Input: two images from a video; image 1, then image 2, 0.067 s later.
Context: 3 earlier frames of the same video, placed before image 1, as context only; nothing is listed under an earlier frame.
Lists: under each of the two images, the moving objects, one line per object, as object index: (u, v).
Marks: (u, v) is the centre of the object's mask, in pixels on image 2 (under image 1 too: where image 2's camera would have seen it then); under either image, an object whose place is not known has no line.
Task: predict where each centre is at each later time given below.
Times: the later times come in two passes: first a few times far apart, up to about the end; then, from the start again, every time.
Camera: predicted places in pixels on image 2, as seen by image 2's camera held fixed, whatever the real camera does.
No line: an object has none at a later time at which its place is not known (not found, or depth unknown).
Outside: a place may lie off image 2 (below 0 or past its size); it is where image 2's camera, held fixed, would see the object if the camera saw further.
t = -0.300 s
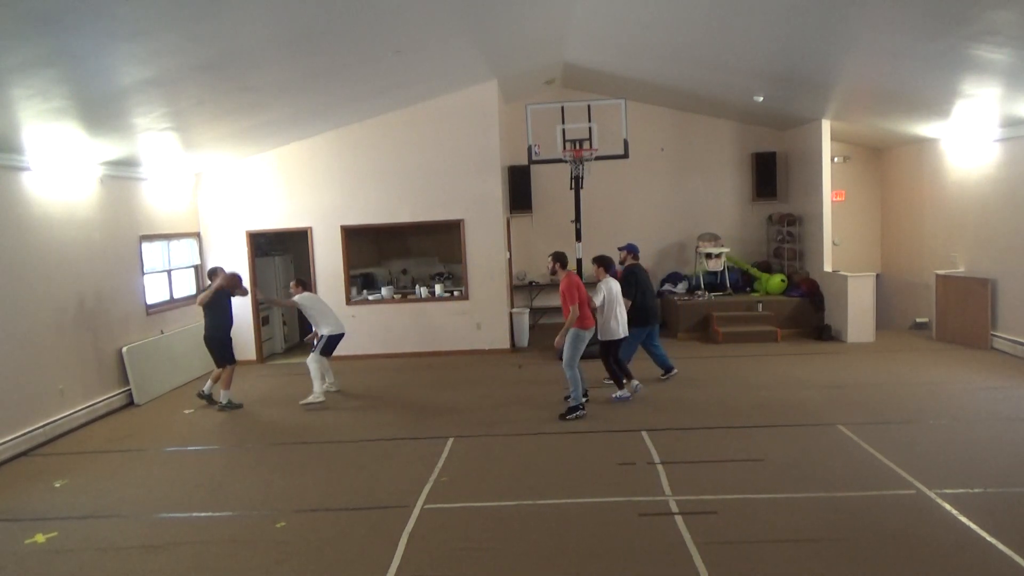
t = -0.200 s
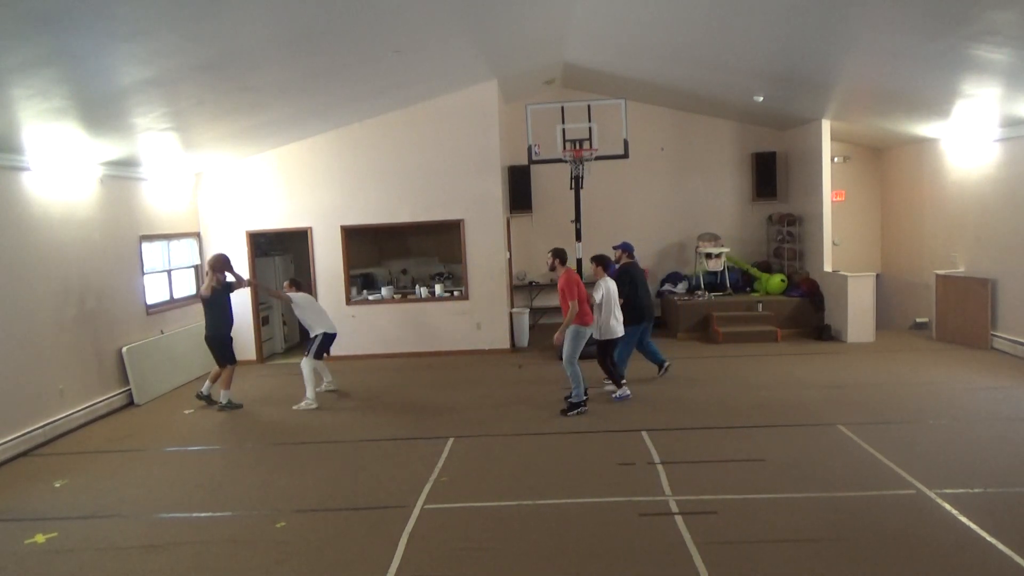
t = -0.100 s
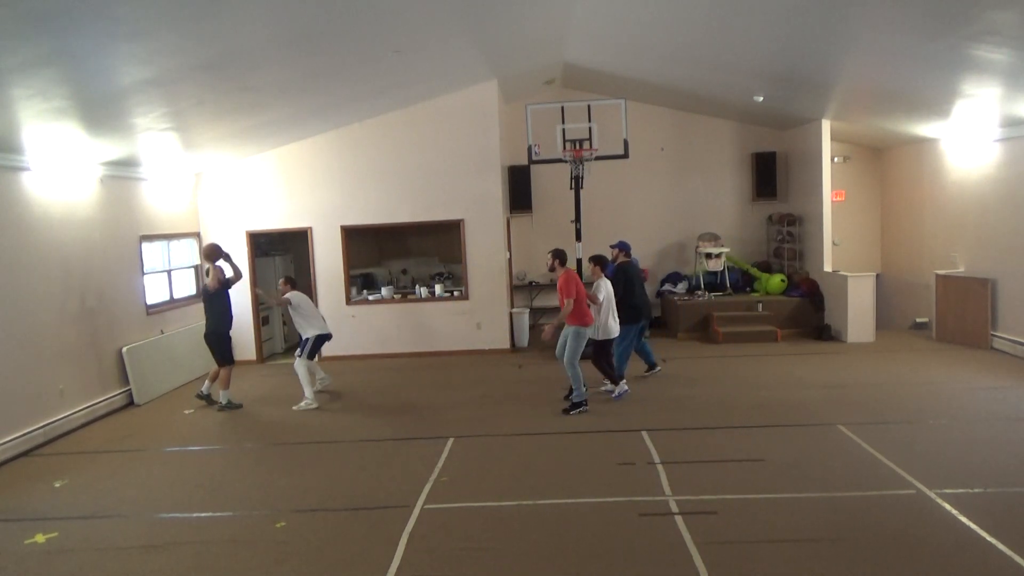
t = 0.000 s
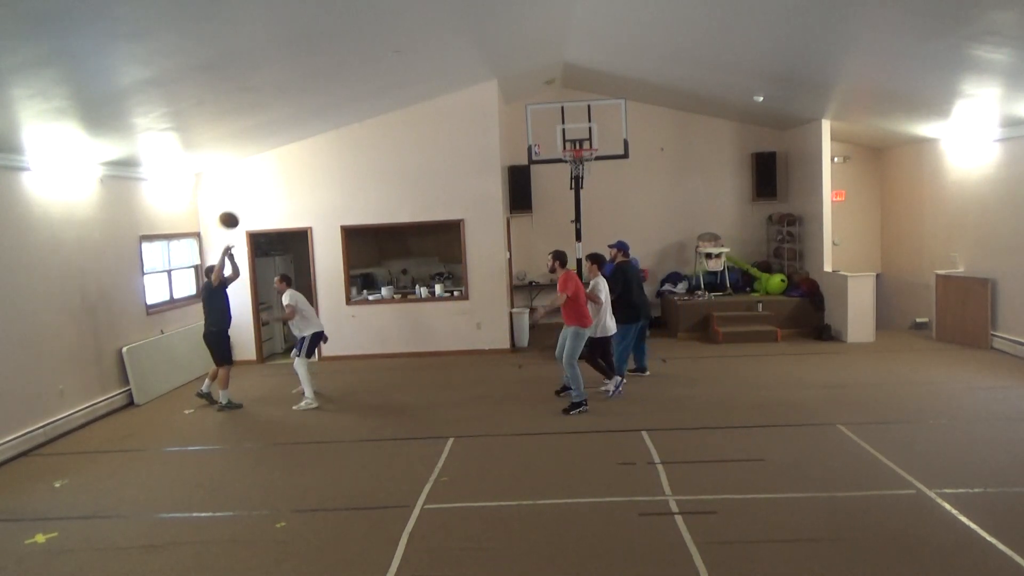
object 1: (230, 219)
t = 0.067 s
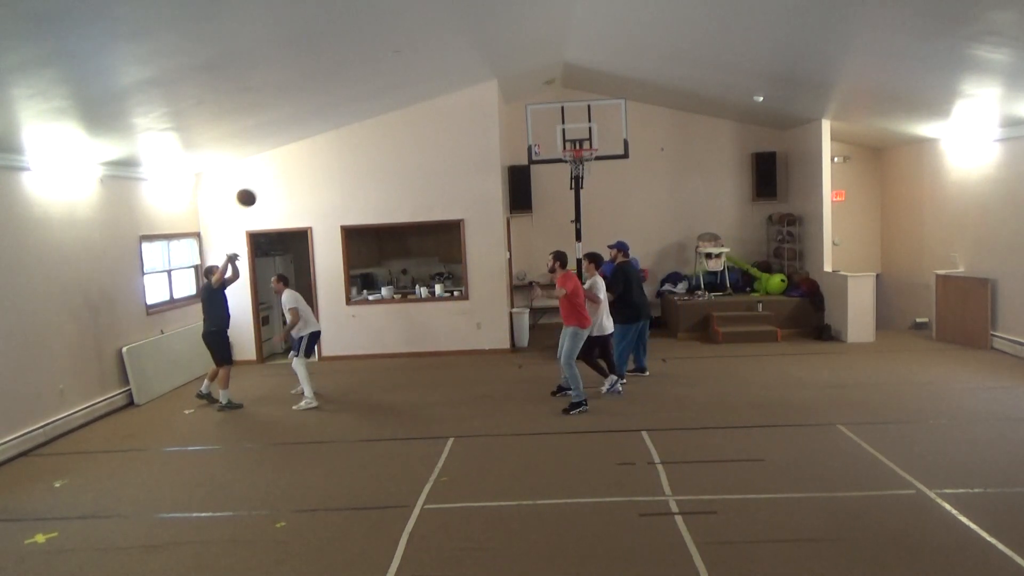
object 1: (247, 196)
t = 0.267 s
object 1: (310, 146)
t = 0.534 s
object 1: (386, 139)
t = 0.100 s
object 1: (259, 187)
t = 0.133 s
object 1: (268, 177)
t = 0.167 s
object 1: (275, 167)
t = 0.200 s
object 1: (290, 159)
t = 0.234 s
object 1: (299, 151)
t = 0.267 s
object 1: (310, 146)
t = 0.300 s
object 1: (319, 144)
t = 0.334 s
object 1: (329, 141)
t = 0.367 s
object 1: (341, 139)
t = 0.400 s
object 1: (350, 137)
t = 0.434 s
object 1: (359, 135)
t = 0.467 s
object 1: (366, 136)
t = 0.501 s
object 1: (374, 137)
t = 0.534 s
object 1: (386, 139)
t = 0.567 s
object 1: (395, 143)
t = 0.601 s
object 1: (406, 147)
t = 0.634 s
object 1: (418, 152)
